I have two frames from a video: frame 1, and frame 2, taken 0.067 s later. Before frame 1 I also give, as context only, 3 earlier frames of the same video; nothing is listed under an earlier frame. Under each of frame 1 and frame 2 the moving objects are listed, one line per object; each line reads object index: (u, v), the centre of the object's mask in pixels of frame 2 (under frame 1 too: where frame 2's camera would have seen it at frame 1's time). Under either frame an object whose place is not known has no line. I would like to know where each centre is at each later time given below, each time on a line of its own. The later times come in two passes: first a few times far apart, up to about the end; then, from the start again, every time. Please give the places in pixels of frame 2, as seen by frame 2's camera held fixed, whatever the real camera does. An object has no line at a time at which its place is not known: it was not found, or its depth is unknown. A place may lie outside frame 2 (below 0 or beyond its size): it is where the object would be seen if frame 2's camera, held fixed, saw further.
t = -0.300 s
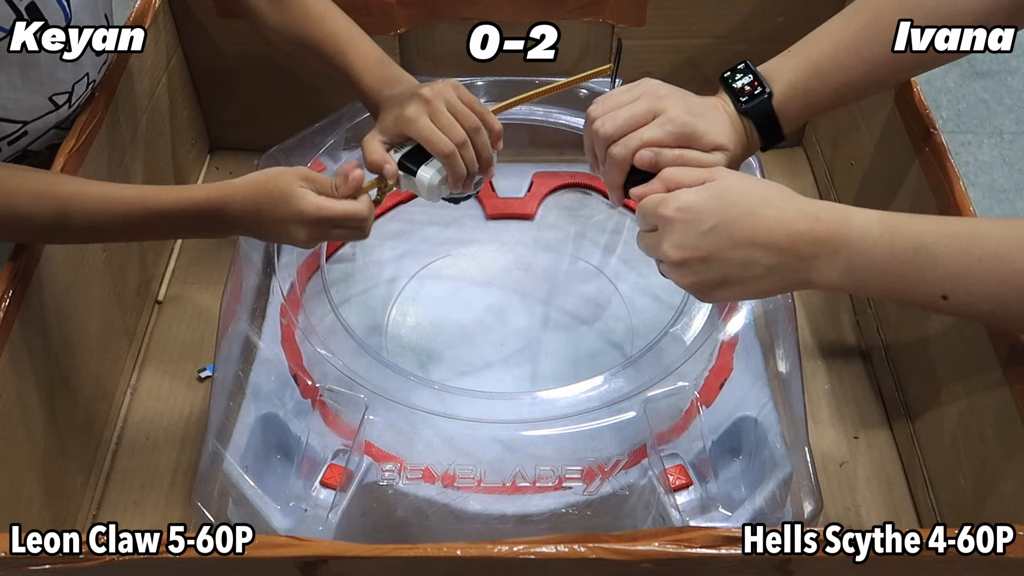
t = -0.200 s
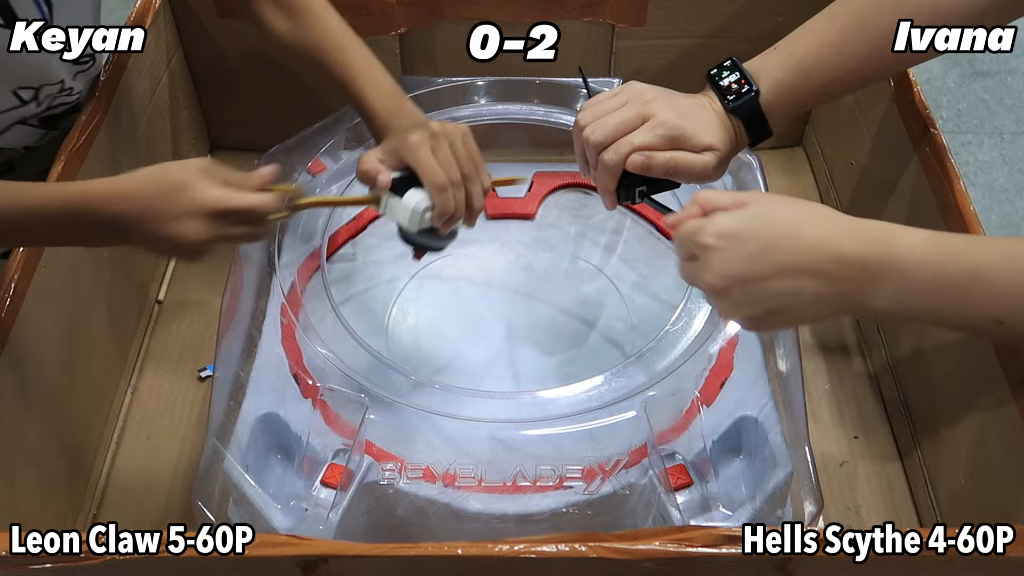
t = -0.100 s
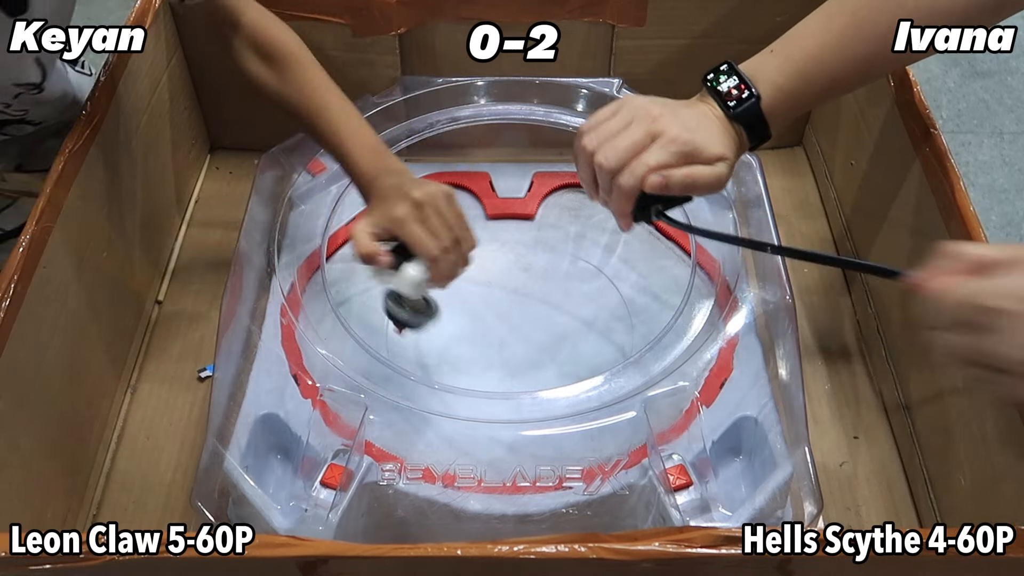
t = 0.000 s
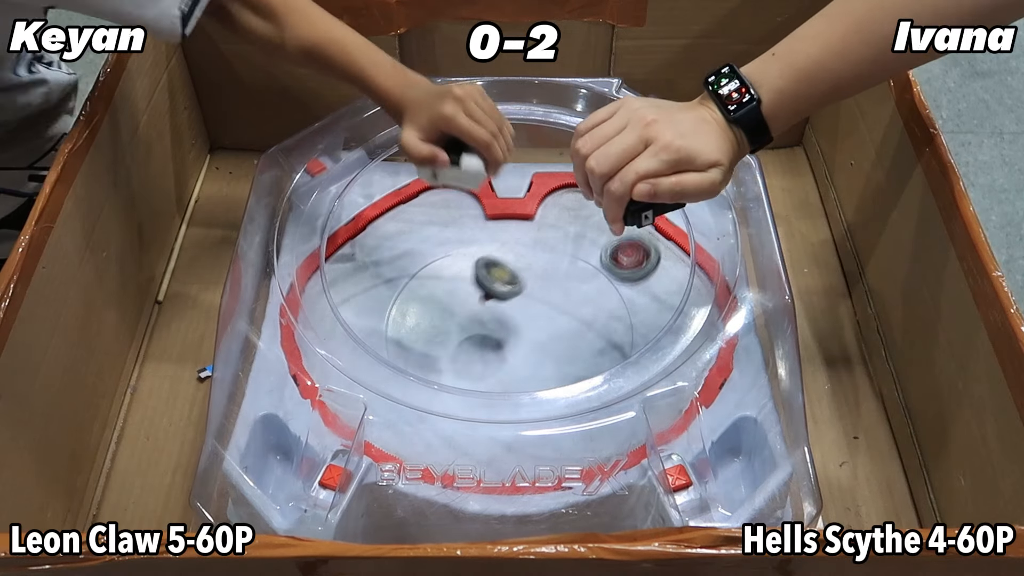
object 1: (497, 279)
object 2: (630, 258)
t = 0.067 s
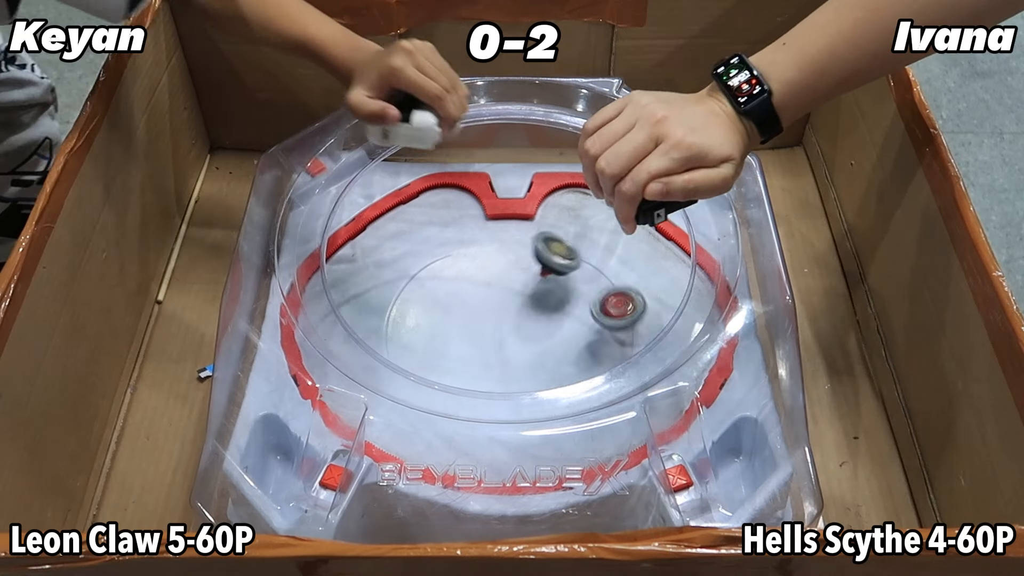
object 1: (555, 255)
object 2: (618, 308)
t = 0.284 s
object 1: (639, 187)
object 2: (505, 294)
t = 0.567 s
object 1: (531, 214)
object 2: (421, 392)
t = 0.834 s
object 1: (442, 305)
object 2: (609, 412)
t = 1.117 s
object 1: (482, 315)
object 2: (592, 286)
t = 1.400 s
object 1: (510, 250)
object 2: (436, 204)
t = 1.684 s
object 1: (527, 226)
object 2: (325, 273)
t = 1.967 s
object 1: (560, 257)
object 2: (436, 386)
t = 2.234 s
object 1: (574, 257)
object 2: (635, 315)
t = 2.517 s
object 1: (590, 268)
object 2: (599, 183)
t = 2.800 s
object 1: (597, 288)
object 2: (512, 415)
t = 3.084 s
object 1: (580, 333)
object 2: (588, 446)
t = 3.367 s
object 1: (598, 360)
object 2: (713, 345)
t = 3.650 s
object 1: (572, 352)
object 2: (627, 235)
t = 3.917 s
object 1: (481, 368)
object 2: (454, 224)
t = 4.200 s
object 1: (480, 394)
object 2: (342, 333)
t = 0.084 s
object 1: (569, 253)
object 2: (610, 298)
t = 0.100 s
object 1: (581, 251)
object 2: (603, 289)
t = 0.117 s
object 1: (591, 239)
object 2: (594, 282)
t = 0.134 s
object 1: (599, 233)
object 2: (587, 278)
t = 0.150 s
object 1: (607, 219)
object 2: (578, 277)
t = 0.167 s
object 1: (616, 213)
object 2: (570, 277)
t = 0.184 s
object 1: (623, 208)
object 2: (561, 280)
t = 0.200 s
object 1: (631, 205)
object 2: (553, 284)
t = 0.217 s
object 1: (635, 198)
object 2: (544, 291)
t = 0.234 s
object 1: (640, 193)
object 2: (535, 295)
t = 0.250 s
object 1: (644, 189)
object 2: (526, 293)
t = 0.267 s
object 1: (642, 187)
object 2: (516, 292)
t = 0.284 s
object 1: (639, 187)
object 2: (505, 294)
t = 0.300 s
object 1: (635, 190)
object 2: (496, 297)
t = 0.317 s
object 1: (631, 192)
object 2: (486, 301)
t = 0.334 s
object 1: (627, 191)
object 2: (477, 303)
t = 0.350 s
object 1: (623, 193)
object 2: (468, 306)
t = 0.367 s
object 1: (618, 194)
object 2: (460, 310)
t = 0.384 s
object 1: (612, 196)
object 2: (451, 315)
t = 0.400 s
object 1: (606, 199)
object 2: (443, 320)
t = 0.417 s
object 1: (600, 202)
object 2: (437, 325)
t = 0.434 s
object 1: (593, 202)
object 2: (430, 332)
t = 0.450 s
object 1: (584, 203)
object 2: (425, 338)
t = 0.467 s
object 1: (577, 204)
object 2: (421, 346)
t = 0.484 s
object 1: (568, 204)
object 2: (418, 352)
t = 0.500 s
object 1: (560, 205)
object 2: (418, 358)
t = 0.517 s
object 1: (551, 205)
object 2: (413, 372)
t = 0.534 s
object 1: (543, 208)
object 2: (413, 379)
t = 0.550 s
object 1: (536, 209)
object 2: (418, 384)
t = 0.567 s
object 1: (531, 214)
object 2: (421, 392)
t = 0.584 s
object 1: (524, 218)
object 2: (426, 402)
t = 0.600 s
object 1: (519, 226)
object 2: (428, 410)
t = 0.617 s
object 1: (512, 230)
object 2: (431, 416)
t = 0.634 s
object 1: (506, 234)
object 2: (433, 425)
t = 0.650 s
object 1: (499, 241)
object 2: (434, 434)
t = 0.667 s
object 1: (493, 248)
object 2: (436, 442)
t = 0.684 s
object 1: (487, 254)
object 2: (442, 445)
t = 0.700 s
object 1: (481, 260)
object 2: (462, 445)
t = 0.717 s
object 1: (475, 266)
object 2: (485, 445)
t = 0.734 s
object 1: (469, 272)
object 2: (506, 440)
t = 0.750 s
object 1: (463, 278)
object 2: (526, 436)
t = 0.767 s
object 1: (458, 284)
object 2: (546, 433)
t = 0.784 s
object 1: (453, 290)
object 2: (564, 429)
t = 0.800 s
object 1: (449, 295)
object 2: (581, 423)
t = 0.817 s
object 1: (445, 301)
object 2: (597, 418)
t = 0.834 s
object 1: (442, 305)
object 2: (609, 412)
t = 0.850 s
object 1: (439, 310)
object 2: (619, 399)
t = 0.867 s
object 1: (436, 315)
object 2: (627, 392)
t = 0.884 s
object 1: (435, 318)
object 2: (628, 380)
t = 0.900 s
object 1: (434, 322)
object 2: (631, 377)
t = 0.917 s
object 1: (433, 325)
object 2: (640, 368)
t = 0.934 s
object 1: (434, 327)
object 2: (642, 361)
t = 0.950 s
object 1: (435, 329)
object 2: (632, 350)
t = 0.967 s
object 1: (437, 330)
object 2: (635, 345)
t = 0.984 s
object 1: (440, 331)
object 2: (636, 341)
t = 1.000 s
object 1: (443, 331)
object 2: (636, 336)
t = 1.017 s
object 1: (447, 331)
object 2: (634, 331)
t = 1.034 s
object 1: (452, 330)
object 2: (631, 326)
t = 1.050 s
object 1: (457, 328)
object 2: (625, 320)
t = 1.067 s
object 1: (463, 326)
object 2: (618, 312)
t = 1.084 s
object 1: (469, 322)
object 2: (611, 303)
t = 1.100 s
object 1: (475, 319)
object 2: (602, 295)
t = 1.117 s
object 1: (482, 315)
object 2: (592, 286)
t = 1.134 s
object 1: (490, 313)
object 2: (582, 278)
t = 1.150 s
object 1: (497, 305)
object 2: (570, 271)
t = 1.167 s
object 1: (505, 302)
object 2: (558, 264)
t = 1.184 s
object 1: (512, 296)
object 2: (545, 257)
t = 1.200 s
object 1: (512, 290)
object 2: (539, 247)
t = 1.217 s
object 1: (511, 284)
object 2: (533, 237)
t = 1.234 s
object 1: (510, 279)
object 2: (527, 230)
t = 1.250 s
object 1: (509, 277)
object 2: (520, 223)
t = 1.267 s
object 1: (508, 277)
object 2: (513, 217)
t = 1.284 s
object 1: (508, 274)
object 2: (506, 212)
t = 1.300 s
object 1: (508, 271)
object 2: (498, 208)
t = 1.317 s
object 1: (508, 268)
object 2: (489, 204)
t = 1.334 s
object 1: (508, 263)
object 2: (479, 205)
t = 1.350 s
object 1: (509, 260)
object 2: (468, 205)
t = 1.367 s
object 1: (509, 257)
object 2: (457, 204)
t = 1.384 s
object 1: (509, 252)
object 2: (446, 204)
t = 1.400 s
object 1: (510, 250)
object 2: (436, 204)
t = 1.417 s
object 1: (510, 248)
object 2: (426, 204)
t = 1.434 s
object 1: (511, 245)
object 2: (416, 206)
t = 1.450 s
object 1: (511, 242)
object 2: (406, 208)
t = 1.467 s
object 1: (512, 239)
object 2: (398, 210)
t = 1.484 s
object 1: (513, 236)
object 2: (389, 213)
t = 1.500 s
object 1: (514, 234)
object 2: (381, 216)
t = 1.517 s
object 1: (515, 229)
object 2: (373, 219)
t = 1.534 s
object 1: (516, 227)
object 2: (365, 224)
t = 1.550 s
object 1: (517, 224)
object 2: (358, 227)
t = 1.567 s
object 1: (518, 219)
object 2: (352, 233)
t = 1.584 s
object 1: (519, 214)
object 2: (348, 238)
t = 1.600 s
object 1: (521, 211)
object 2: (340, 244)
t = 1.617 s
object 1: (522, 212)
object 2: (336, 250)
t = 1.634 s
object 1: (524, 218)
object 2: (331, 255)
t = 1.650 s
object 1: (524, 220)
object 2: (328, 262)
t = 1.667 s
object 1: (526, 223)
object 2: (325, 267)
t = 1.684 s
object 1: (527, 226)
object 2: (325, 273)
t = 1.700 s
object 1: (529, 230)
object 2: (322, 280)
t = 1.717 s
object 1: (530, 233)
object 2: (323, 287)
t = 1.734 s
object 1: (532, 236)
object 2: (325, 293)
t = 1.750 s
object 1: (534, 238)
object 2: (329, 301)
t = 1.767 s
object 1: (536, 240)
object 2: (333, 307)
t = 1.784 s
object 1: (538, 242)
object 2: (337, 315)
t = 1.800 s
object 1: (540, 244)
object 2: (342, 321)
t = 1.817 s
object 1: (542, 246)
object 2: (347, 328)
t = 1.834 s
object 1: (544, 248)
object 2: (354, 336)
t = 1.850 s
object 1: (546, 249)
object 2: (361, 343)
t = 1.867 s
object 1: (548, 251)
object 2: (369, 350)
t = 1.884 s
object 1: (550, 252)
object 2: (378, 356)
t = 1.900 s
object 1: (552, 253)
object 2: (388, 363)
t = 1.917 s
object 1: (554, 255)
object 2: (399, 369)
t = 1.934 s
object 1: (556, 255)
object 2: (411, 374)
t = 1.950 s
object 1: (558, 256)
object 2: (423, 379)
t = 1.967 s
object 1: (560, 257)
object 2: (436, 386)
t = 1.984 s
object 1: (562, 257)
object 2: (450, 391)
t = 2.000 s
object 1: (565, 257)
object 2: (466, 396)
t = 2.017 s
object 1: (567, 257)
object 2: (481, 400)
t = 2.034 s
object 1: (569, 257)
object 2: (499, 395)
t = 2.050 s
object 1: (571, 256)
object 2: (515, 401)
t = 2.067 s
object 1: (574, 256)
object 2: (531, 396)
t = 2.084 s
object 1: (576, 255)
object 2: (546, 396)
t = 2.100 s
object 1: (579, 254)
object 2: (563, 390)
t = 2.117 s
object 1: (581, 253)
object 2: (575, 373)
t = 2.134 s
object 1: (582, 252)
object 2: (587, 368)
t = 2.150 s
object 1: (582, 252)
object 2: (603, 364)
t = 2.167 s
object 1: (582, 252)
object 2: (614, 358)
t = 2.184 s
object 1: (581, 253)
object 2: (622, 347)
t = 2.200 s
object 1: (578, 255)
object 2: (627, 336)
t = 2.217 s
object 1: (576, 256)
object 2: (632, 325)
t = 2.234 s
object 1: (574, 257)
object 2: (635, 315)
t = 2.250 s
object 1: (572, 259)
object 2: (637, 303)
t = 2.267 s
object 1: (571, 260)
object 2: (639, 292)
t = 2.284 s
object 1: (570, 261)
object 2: (641, 283)
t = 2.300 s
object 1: (569, 262)
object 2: (643, 273)
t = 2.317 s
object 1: (569, 263)
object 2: (644, 265)
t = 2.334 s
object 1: (569, 264)
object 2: (645, 257)
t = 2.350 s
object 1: (570, 265)
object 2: (644, 248)
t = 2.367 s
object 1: (571, 266)
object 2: (643, 240)
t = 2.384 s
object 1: (572, 266)
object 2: (641, 232)
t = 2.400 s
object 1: (573, 267)
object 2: (638, 224)
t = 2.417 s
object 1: (575, 267)
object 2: (635, 216)
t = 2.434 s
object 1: (577, 267)
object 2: (632, 210)
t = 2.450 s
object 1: (580, 267)
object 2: (627, 203)
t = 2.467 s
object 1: (583, 268)
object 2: (623, 198)
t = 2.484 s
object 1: (585, 268)
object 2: (618, 191)
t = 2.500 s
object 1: (588, 268)
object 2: (609, 186)
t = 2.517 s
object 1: (590, 268)
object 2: (599, 183)
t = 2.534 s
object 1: (592, 267)
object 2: (589, 179)
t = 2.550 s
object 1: (594, 267)
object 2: (579, 175)
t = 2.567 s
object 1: (596, 269)
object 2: (570, 174)
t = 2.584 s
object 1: (597, 268)
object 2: (558, 182)
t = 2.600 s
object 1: (598, 270)
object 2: (546, 196)
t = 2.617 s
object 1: (600, 271)
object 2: (542, 214)
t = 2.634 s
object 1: (601, 272)
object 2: (540, 232)
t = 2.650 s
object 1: (601, 273)
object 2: (539, 257)
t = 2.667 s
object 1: (602, 275)
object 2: (536, 277)
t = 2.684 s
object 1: (603, 276)
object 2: (534, 299)
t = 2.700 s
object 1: (603, 278)
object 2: (531, 319)
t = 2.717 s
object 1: (603, 279)
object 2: (528, 338)
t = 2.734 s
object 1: (603, 281)
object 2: (524, 355)
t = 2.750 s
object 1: (602, 283)
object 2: (520, 371)
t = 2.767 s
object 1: (601, 284)
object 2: (517, 387)
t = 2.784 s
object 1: (599, 286)
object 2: (515, 404)
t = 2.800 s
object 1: (597, 288)
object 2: (512, 415)
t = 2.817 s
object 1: (596, 289)
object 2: (511, 425)
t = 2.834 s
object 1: (594, 291)
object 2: (510, 431)
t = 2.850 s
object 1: (593, 293)
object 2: (509, 438)
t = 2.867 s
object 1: (591, 296)
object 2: (508, 450)
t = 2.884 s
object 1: (588, 298)
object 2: (508, 461)
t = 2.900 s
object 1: (586, 300)
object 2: (509, 463)
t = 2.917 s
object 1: (585, 303)
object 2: (512, 460)
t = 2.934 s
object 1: (584, 305)
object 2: (517, 456)
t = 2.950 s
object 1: (583, 309)
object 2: (521, 456)
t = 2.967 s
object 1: (581, 311)
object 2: (527, 461)
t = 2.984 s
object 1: (581, 315)
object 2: (534, 459)
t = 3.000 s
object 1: (580, 317)
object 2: (540, 458)
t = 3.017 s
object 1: (580, 319)
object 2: (548, 457)
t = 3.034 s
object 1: (579, 323)
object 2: (556, 451)
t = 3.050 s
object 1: (580, 325)
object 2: (566, 449)
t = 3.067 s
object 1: (580, 329)
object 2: (577, 449)
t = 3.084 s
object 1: (580, 333)
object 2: (588, 446)
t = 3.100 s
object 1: (581, 337)
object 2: (599, 443)
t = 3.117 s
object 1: (582, 341)
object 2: (611, 439)
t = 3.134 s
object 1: (584, 344)
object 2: (620, 437)
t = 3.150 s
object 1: (585, 348)
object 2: (626, 432)
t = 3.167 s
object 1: (587, 351)
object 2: (636, 424)
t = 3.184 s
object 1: (589, 353)
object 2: (653, 418)
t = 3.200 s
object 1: (592, 355)
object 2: (663, 415)
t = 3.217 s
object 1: (594, 357)
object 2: (669, 408)
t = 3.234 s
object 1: (596, 358)
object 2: (673, 402)
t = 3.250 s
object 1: (598, 358)
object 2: (683, 393)
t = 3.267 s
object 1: (601, 359)
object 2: (691, 388)
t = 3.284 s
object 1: (602, 359)
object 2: (701, 382)
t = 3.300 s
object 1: (602, 359)
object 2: (703, 375)
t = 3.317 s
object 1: (601, 359)
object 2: (707, 369)
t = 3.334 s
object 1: (600, 360)
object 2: (710, 360)
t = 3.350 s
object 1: (599, 360)
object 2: (712, 349)
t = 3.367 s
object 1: (598, 360)
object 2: (713, 345)
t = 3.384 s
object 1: (597, 360)
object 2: (714, 338)
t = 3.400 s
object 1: (596, 360)
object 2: (716, 333)
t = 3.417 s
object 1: (595, 360)
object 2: (717, 329)
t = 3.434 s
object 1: (595, 360)
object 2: (709, 315)
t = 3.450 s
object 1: (594, 359)
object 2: (704, 306)
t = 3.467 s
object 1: (593, 359)
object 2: (699, 296)
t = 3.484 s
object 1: (592, 359)
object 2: (694, 288)
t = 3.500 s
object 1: (591, 358)
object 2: (690, 282)
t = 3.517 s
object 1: (590, 358)
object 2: (687, 277)
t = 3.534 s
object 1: (588, 357)
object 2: (678, 270)
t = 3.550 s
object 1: (587, 357)
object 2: (670, 265)
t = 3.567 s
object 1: (585, 356)
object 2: (667, 259)
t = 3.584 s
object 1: (583, 356)
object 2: (660, 253)
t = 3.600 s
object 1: (580, 355)
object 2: (652, 248)
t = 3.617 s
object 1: (578, 354)
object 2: (644, 243)
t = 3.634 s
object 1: (575, 353)
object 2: (636, 239)
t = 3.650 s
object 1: (572, 352)
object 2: (627, 235)
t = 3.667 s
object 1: (569, 351)
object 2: (618, 231)
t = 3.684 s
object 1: (566, 350)
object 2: (609, 228)
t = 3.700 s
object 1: (563, 350)
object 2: (600, 225)
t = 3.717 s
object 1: (558, 350)
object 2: (591, 222)
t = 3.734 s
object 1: (554, 349)
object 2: (581, 219)
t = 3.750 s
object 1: (549, 349)
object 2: (572, 216)
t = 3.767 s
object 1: (543, 350)
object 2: (562, 213)
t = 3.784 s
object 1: (537, 351)
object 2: (551, 212)
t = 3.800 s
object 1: (530, 352)
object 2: (540, 212)
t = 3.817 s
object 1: (524, 353)
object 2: (529, 212)
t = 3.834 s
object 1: (517, 355)
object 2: (517, 212)
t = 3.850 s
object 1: (510, 357)
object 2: (504, 213)
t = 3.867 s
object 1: (502, 360)
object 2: (492, 215)
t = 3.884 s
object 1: (495, 363)
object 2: (479, 217)
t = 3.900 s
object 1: (488, 366)
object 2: (466, 220)
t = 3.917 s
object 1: (481, 368)
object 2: (454, 224)
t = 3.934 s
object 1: (475, 371)
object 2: (443, 228)
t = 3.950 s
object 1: (469, 373)
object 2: (432, 232)
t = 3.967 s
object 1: (464, 374)
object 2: (423, 238)
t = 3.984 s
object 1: (457, 383)
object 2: (414, 243)
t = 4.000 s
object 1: (453, 388)
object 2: (405, 250)
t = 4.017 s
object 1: (449, 392)
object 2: (397, 256)
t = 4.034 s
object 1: (447, 398)
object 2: (389, 262)
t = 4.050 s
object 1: (447, 400)
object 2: (382, 269)
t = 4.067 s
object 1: (452, 395)
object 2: (375, 275)
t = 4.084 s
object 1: (455, 395)
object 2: (368, 282)
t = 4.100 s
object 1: (459, 397)
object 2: (362, 289)
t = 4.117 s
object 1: (463, 397)
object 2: (358, 296)
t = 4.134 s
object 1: (466, 397)
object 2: (352, 303)
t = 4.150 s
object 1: (467, 398)
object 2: (348, 310)
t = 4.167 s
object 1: (473, 400)
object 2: (343, 319)
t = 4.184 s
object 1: (477, 393)
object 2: (342, 325)
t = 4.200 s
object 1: (480, 394)
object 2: (342, 333)
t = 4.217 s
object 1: (482, 394)
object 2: (339, 341)
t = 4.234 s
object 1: (485, 394)
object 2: (335, 351)
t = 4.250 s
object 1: (487, 397)
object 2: (335, 361)
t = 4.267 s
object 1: (489, 395)
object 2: (338, 366)
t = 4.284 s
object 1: (491, 394)
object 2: (340, 381)
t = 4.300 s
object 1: (493, 392)
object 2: (338, 393)
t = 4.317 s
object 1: (494, 391)
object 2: (342, 398)
